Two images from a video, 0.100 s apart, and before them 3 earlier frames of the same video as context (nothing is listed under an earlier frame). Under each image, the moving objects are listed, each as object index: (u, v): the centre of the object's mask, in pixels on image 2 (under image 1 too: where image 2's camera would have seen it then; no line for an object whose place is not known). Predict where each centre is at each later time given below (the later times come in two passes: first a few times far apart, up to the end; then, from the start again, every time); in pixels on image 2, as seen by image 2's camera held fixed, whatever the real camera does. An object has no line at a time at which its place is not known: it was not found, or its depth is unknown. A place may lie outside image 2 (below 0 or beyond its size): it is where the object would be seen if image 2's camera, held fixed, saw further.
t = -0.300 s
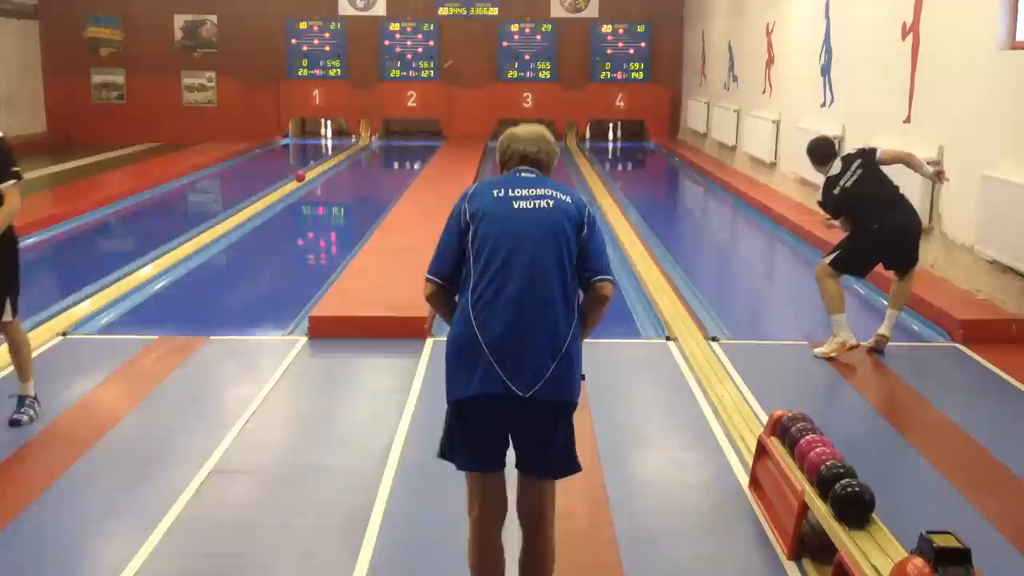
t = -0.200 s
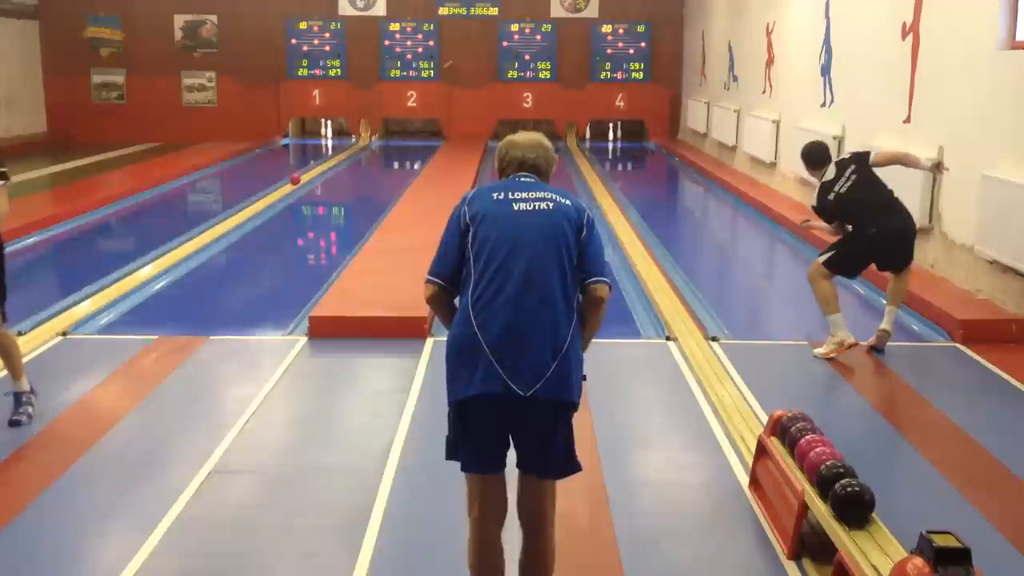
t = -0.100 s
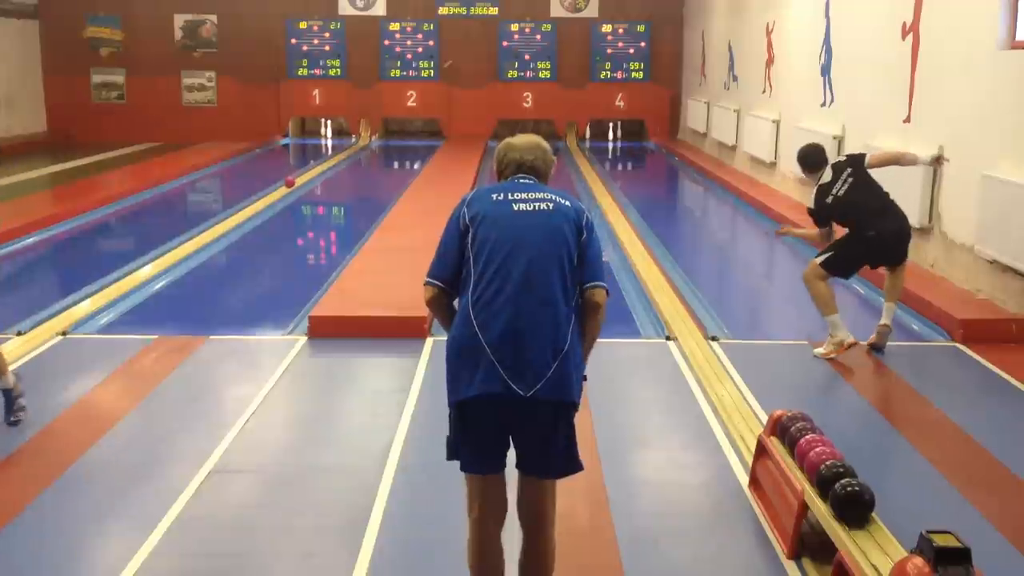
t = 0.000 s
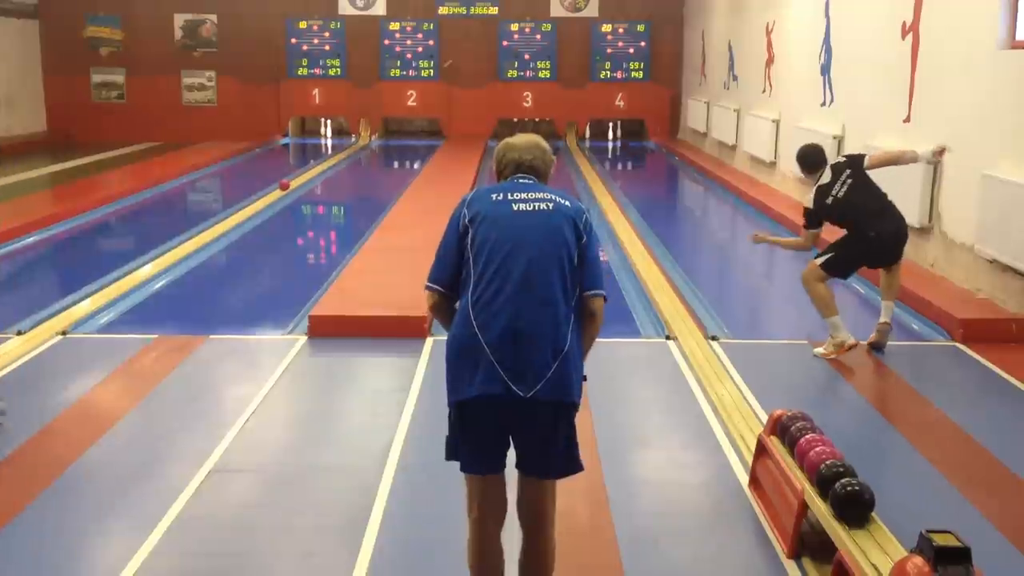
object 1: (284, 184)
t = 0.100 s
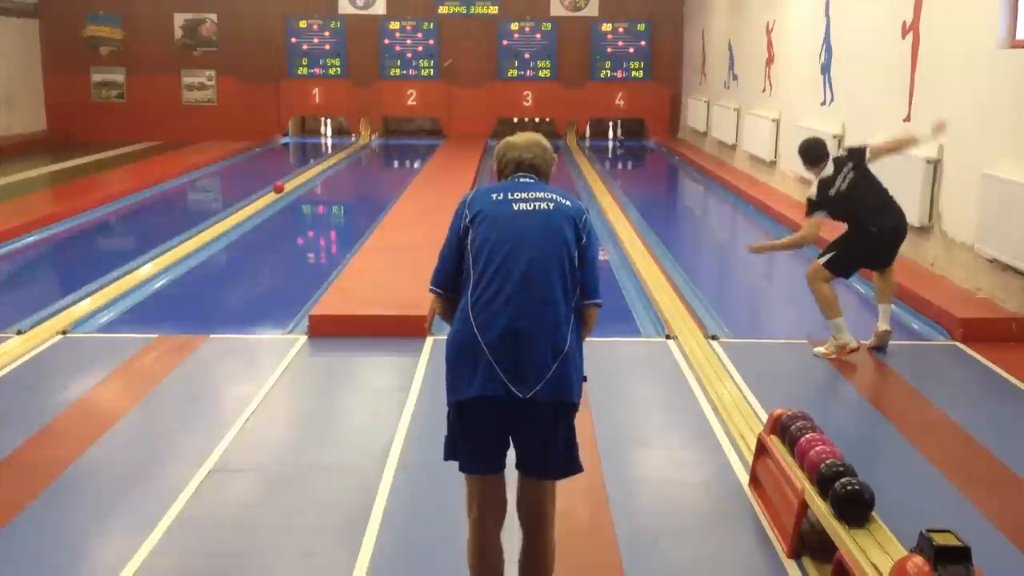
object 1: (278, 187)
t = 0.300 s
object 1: (266, 194)
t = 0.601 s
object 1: (245, 207)
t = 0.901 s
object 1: (221, 221)
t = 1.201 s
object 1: (191, 238)
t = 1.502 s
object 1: (155, 259)
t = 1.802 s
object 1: (110, 284)
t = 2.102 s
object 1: (55, 315)
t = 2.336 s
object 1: (6, 348)
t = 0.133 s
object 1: (276, 188)
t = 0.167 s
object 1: (274, 190)
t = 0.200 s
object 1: (272, 191)
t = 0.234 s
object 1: (270, 192)
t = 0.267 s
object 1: (268, 193)
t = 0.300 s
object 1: (266, 194)
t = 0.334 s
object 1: (263, 196)
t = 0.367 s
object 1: (262, 197)
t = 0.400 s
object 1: (259, 198)
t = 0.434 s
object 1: (257, 200)
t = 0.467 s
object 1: (255, 201)
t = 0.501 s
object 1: (252, 203)
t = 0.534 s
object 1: (250, 204)
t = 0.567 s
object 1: (247, 206)
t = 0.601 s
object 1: (245, 207)
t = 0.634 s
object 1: (242, 209)
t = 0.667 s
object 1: (240, 210)
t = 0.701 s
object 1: (238, 211)
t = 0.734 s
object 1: (235, 213)
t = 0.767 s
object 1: (232, 215)
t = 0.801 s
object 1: (229, 216)
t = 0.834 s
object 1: (226, 218)
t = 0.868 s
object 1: (224, 219)
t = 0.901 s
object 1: (221, 221)
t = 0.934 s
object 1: (217, 224)
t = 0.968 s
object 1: (214, 225)
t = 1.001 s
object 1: (211, 227)
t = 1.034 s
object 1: (207, 228)
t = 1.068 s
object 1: (204, 230)
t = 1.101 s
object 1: (201, 232)
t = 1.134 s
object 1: (198, 234)
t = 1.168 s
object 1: (194, 236)
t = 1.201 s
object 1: (191, 238)
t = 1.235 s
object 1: (187, 240)
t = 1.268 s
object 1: (183, 242)
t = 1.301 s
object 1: (180, 245)
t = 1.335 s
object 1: (176, 247)
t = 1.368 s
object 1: (172, 249)
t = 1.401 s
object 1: (168, 252)
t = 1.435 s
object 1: (163, 254)
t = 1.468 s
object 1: (159, 256)
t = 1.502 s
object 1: (155, 259)
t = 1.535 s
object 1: (151, 261)
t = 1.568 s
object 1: (146, 264)
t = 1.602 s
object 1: (141, 267)
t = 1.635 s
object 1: (136, 269)
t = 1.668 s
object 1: (131, 272)
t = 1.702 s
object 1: (126, 275)
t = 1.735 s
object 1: (121, 278)
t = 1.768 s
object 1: (116, 281)
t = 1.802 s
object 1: (110, 284)
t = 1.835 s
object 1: (105, 287)
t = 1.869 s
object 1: (99, 290)
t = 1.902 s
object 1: (94, 293)
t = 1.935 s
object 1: (88, 296)
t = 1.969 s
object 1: (81, 300)
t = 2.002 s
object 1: (75, 304)
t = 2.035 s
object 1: (68, 308)
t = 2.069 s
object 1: (61, 311)
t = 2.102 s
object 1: (55, 315)
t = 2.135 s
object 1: (47, 320)
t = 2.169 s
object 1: (40, 324)
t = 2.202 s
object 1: (32, 328)
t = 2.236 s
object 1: (25, 333)
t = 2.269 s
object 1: (16, 337)
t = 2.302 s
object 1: (10, 343)
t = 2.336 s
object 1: (6, 348)
